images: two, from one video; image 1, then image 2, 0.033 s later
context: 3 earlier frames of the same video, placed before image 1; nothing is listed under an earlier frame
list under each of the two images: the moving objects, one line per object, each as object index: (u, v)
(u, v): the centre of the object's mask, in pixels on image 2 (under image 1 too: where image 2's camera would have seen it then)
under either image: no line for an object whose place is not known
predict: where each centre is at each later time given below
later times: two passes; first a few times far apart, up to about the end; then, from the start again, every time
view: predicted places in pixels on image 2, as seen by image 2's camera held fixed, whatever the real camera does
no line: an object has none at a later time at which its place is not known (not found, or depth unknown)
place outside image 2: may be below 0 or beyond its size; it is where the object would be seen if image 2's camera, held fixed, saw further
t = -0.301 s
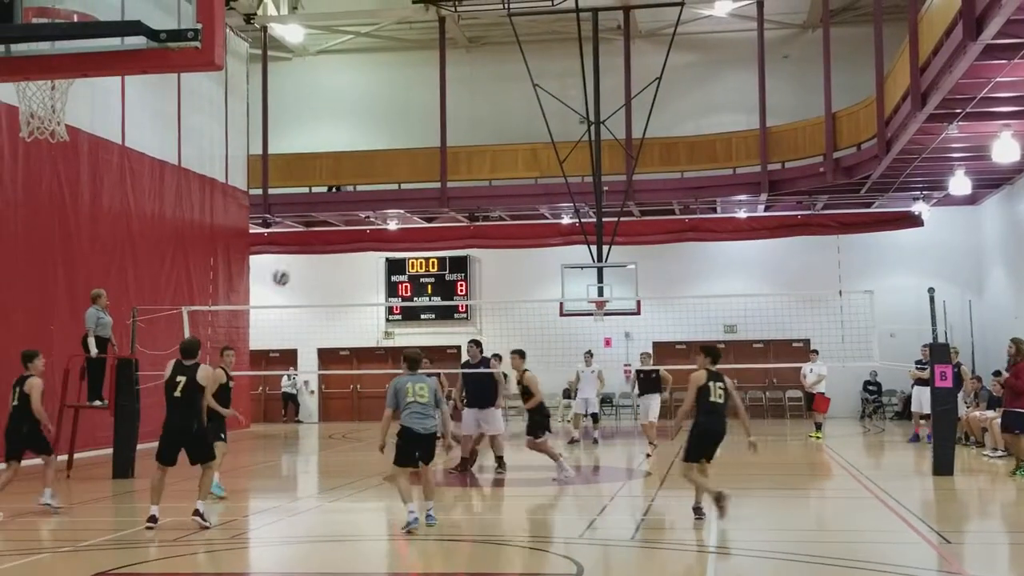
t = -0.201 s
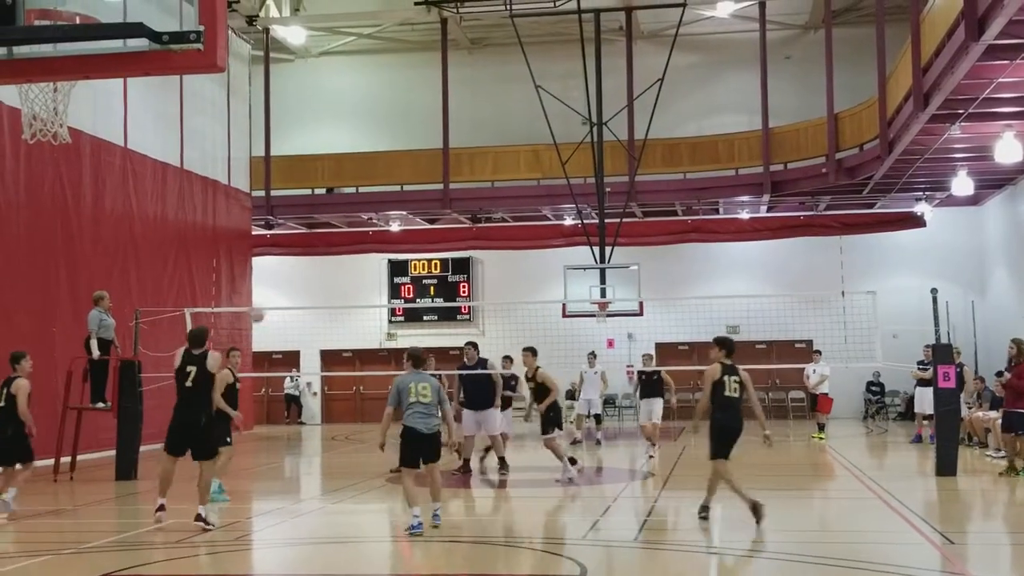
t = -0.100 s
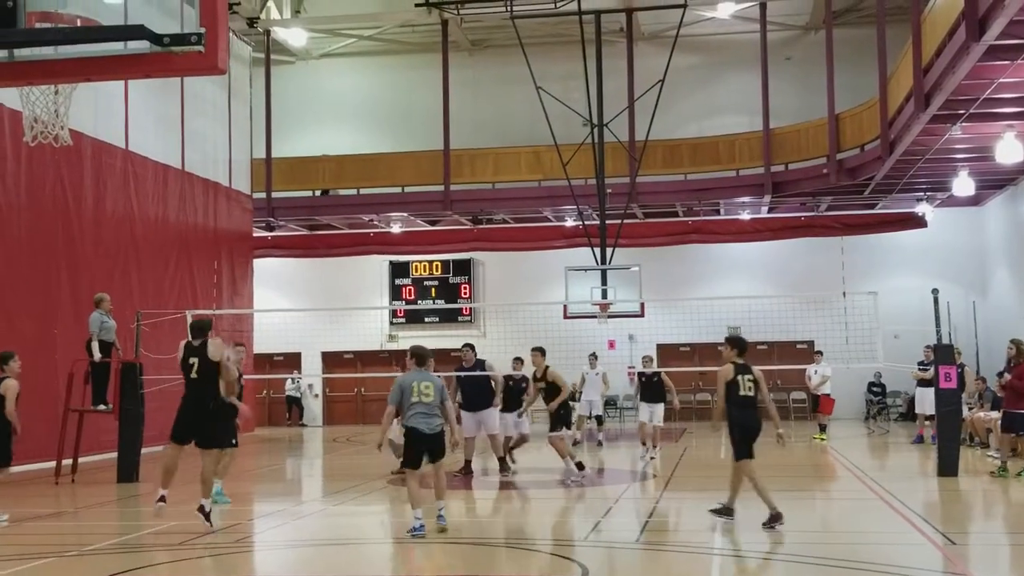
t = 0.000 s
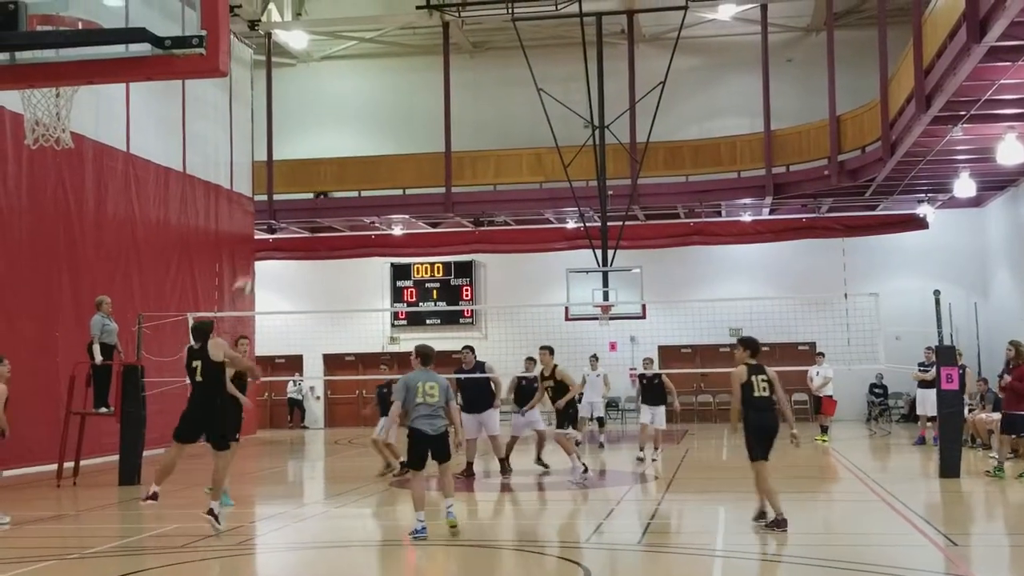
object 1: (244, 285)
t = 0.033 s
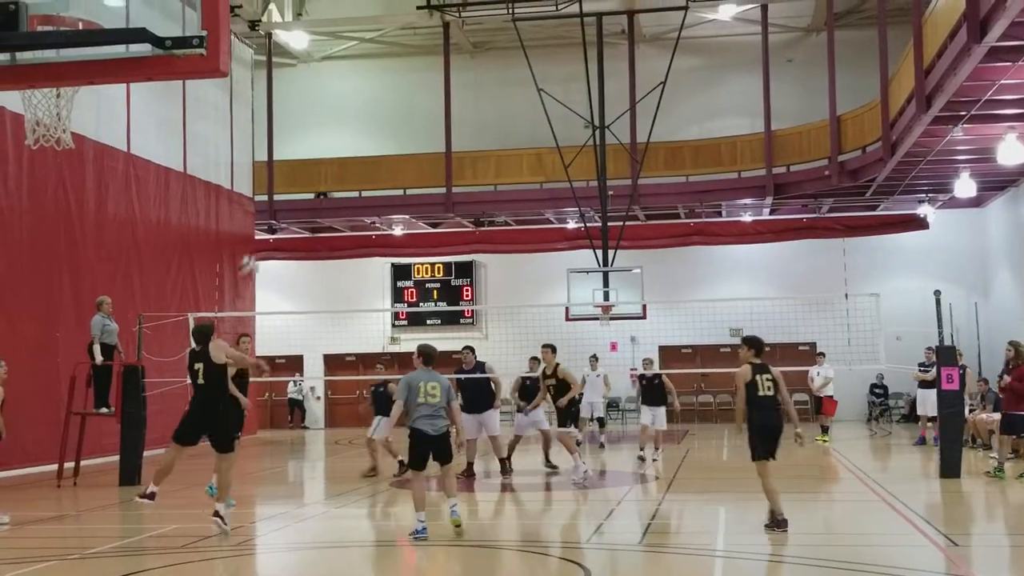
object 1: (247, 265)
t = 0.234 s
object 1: (277, 167)
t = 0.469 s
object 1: (308, 102)
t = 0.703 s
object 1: (335, 89)
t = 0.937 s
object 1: (361, 121)
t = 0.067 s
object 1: (253, 247)
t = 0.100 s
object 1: (258, 227)
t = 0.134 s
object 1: (263, 211)
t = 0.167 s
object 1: (268, 194)
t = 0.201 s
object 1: (273, 179)
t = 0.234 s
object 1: (277, 167)
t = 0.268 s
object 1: (282, 155)
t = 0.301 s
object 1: (286, 144)
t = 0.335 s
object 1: (291, 134)
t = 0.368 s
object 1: (295, 124)
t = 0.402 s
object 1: (299, 117)
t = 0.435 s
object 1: (304, 109)
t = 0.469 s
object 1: (308, 102)
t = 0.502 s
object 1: (312, 98)
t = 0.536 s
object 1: (316, 93)
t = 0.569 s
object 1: (320, 91)
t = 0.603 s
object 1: (324, 89)
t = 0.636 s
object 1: (328, 89)
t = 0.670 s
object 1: (331, 89)
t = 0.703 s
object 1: (335, 89)
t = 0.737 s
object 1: (339, 92)
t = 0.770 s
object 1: (343, 94)
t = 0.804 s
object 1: (346, 98)
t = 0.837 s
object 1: (350, 102)
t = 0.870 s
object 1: (354, 108)
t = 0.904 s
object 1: (358, 113)
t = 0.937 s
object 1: (361, 121)
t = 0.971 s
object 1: (365, 129)
